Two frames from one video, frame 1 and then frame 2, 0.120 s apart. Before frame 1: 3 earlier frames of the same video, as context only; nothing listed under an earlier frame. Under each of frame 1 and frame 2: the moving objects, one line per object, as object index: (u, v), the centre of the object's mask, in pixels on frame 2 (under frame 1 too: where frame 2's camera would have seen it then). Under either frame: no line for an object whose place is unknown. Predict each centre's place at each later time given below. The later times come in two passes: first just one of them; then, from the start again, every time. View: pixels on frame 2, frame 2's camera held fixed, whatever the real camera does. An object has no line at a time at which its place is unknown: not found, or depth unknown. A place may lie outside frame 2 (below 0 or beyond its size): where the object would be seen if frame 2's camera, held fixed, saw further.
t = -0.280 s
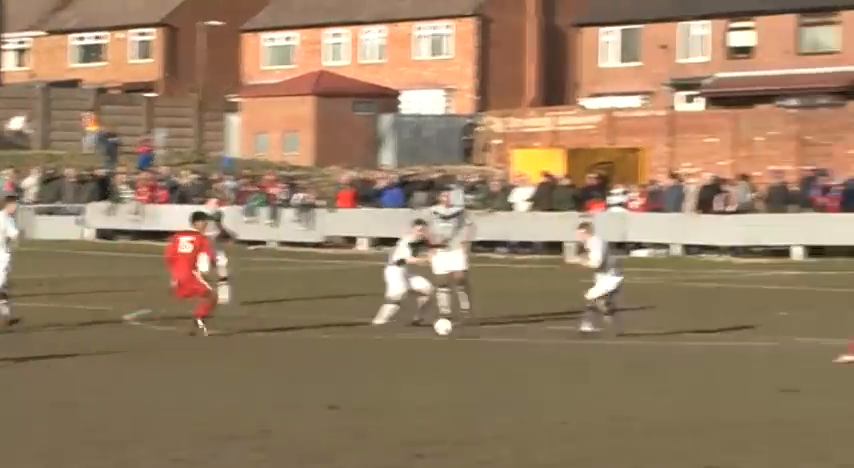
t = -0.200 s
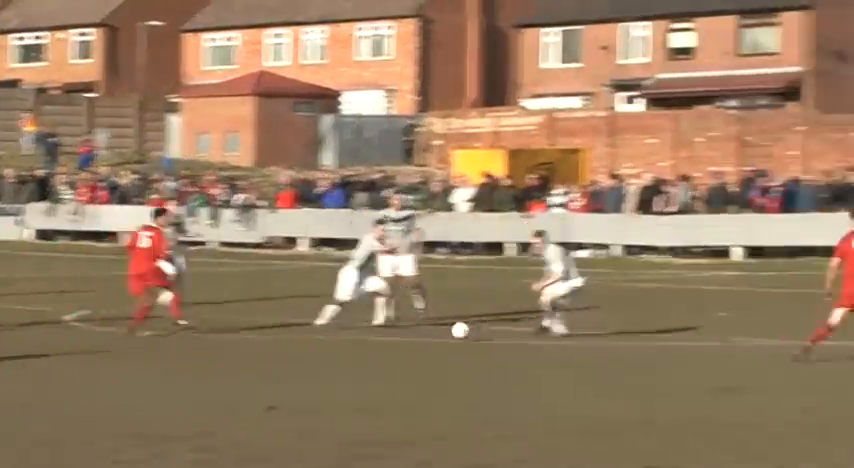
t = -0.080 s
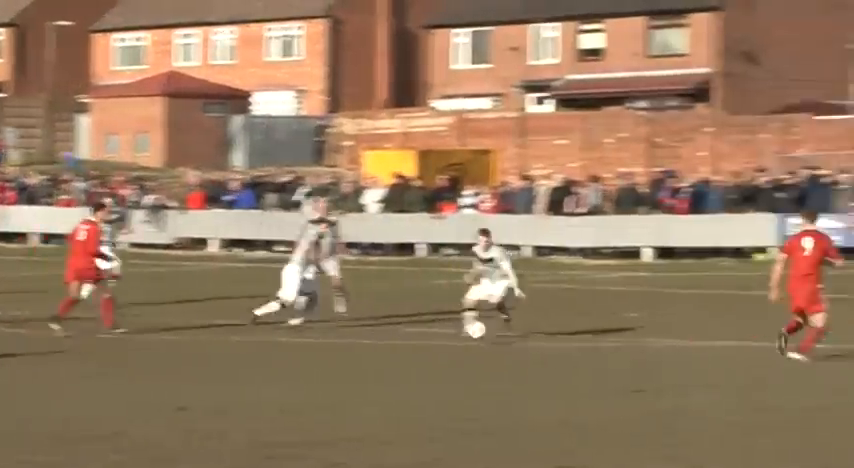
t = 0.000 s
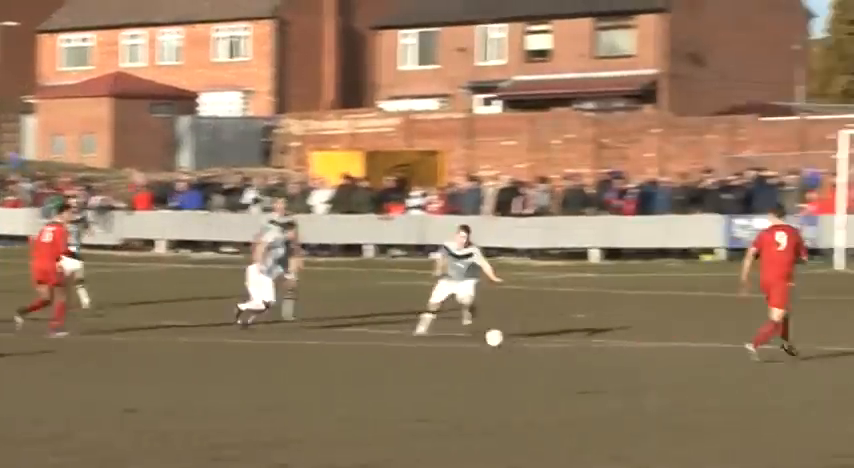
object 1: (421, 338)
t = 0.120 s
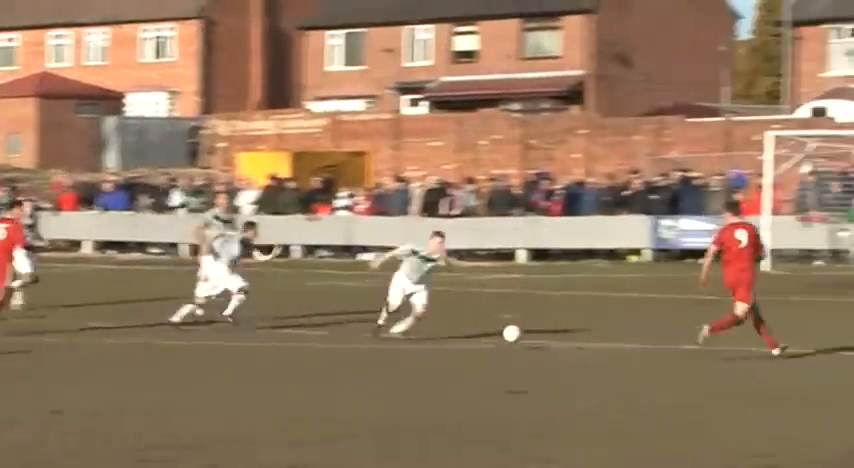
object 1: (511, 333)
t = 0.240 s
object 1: (599, 336)
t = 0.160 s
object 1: (540, 332)
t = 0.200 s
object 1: (569, 333)
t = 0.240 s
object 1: (599, 336)
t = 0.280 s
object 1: (627, 340)
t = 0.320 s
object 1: (655, 343)
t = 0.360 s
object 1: (677, 339)
